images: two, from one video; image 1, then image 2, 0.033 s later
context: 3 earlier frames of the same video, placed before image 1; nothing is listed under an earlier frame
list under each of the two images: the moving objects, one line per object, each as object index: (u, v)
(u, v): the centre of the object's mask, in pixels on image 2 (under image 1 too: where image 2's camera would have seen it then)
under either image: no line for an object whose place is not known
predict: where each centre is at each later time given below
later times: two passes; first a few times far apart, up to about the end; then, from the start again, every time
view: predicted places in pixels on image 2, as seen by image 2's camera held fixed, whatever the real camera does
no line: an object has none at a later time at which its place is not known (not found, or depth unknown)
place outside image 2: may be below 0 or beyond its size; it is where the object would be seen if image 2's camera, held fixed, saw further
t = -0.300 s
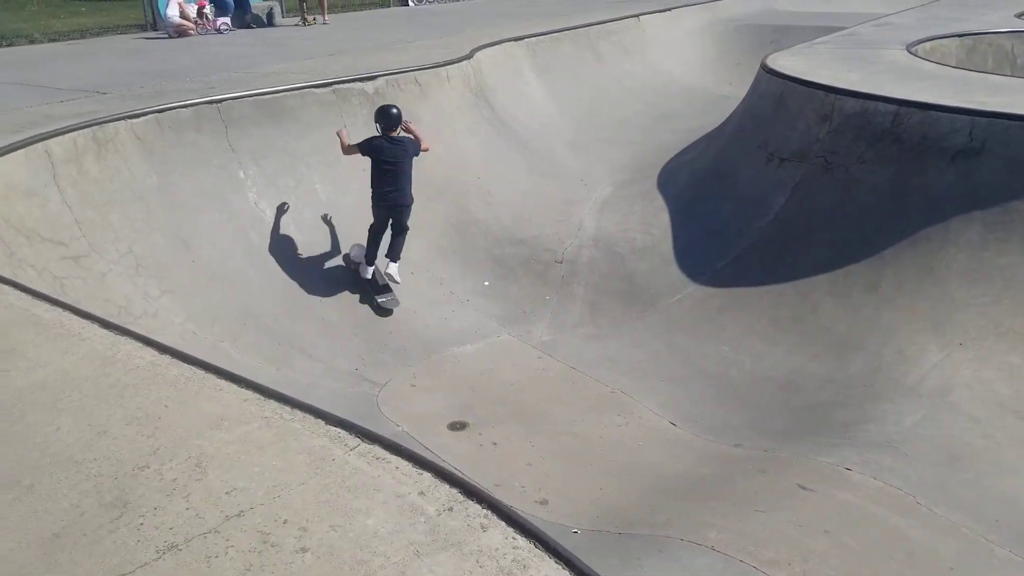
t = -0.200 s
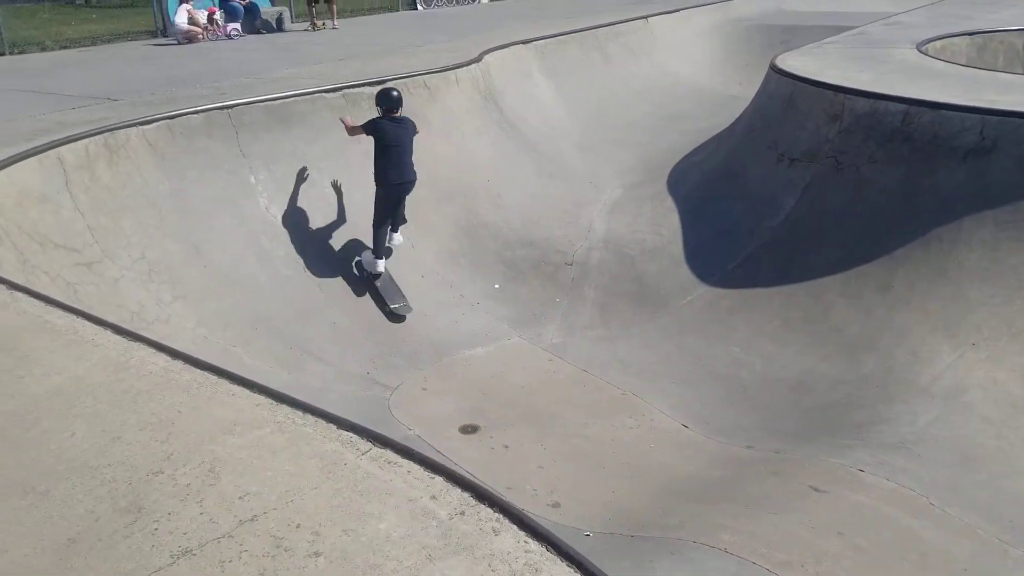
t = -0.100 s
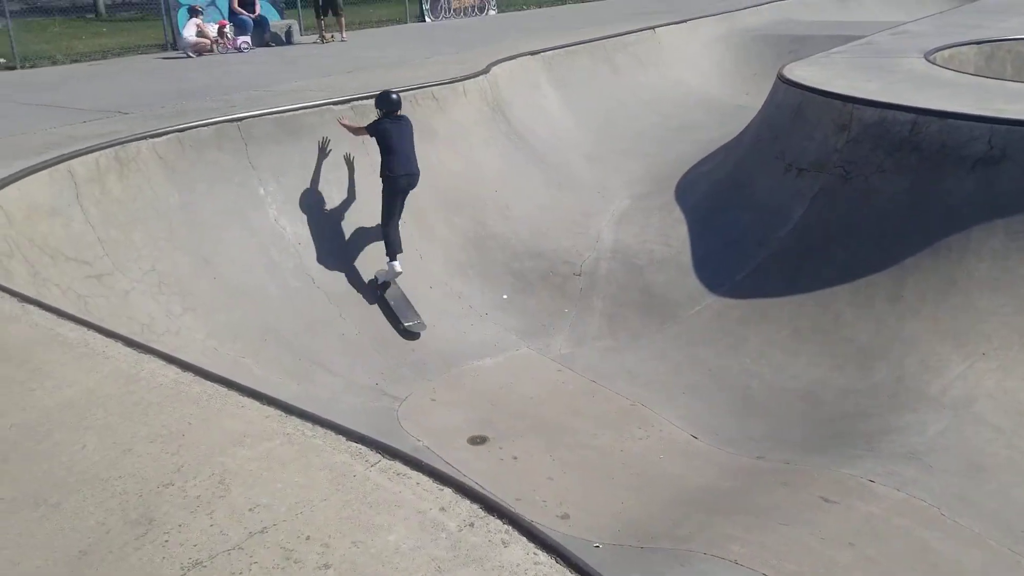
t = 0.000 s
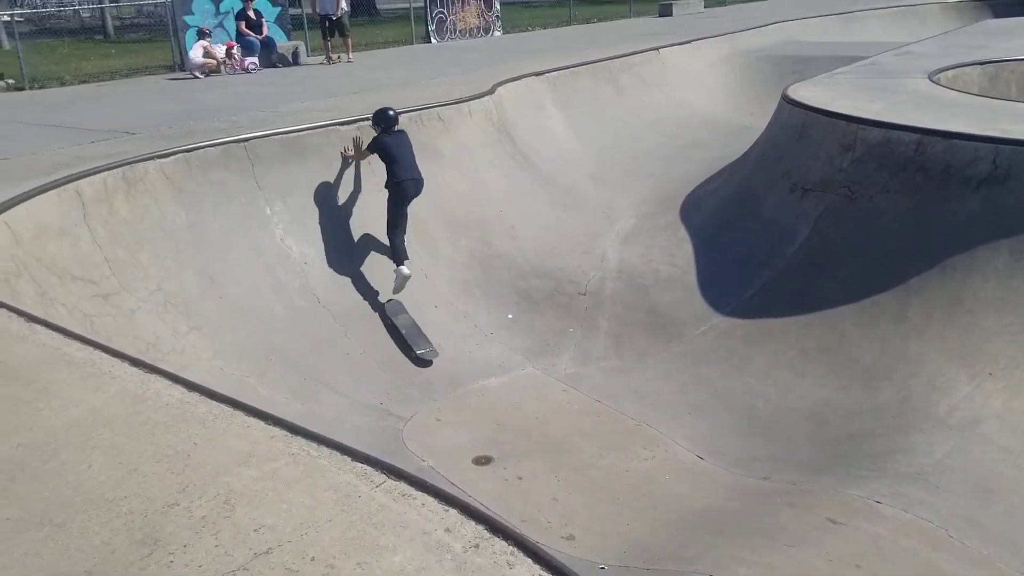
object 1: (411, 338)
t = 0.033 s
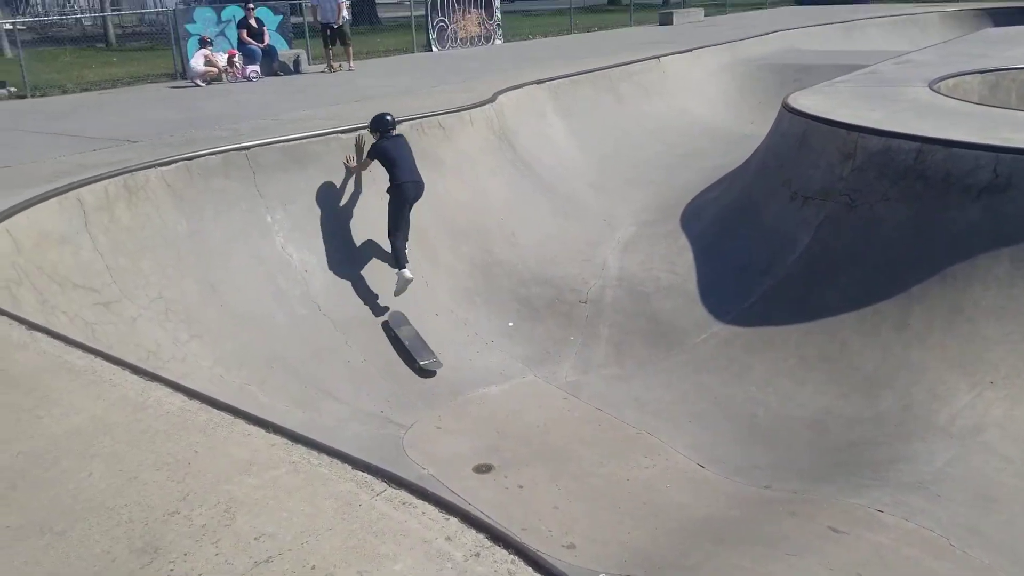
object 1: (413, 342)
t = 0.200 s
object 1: (429, 361)
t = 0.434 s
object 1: (459, 386)
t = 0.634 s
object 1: (489, 405)
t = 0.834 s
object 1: (523, 424)
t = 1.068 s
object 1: (566, 447)
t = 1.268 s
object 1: (607, 468)
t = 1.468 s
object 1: (651, 486)
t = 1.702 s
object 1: (699, 501)
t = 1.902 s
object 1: (728, 505)
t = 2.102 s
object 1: (743, 506)
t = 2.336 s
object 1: (738, 506)
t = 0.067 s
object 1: (416, 345)
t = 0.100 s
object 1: (419, 349)
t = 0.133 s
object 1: (422, 353)
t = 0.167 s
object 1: (426, 357)
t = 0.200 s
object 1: (429, 361)
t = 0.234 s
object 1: (433, 365)
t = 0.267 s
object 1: (437, 368)
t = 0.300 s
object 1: (441, 372)
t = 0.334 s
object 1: (445, 376)
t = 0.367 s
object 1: (450, 379)
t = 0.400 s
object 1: (454, 383)
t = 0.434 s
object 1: (459, 386)
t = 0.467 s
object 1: (464, 389)
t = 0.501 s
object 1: (469, 392)
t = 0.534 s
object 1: (474, 396)
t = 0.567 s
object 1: (478, 399)
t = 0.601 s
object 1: (484, 401)
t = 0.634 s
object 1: (489, 405)
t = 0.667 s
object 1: (495, 408)
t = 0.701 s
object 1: (500, 411)
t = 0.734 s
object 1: (506, 414)
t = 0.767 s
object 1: (512, 418)
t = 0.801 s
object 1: (517, 421)
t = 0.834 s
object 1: (523, 424)
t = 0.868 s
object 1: (529, 427)
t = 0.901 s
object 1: (535, 430)
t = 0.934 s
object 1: (541, 434)
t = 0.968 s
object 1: (547, 437)
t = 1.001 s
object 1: (553, 440)
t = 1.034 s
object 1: (560, 444)
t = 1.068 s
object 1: (566, 447)
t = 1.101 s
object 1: (572, 450)
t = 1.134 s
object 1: (579, 454)
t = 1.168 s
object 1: (586, 457)
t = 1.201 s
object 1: (593, 461)
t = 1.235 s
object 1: (600, 464)
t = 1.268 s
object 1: (607, 468)
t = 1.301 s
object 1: (614, 471)
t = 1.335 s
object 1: (622, 474)
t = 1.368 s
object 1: (629, 478)
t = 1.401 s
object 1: (637, 480)
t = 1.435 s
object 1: (644, 483)
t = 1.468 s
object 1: (651, 486)
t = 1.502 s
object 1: (658, 489)
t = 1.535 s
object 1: (666, 492)
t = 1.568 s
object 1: (672, 494)
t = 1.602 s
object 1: (679, 496)
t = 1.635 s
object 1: (686, 498)
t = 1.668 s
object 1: (692, 499)
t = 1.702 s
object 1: (699, 501)
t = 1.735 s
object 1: (705, 501)
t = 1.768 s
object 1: (710, 502)
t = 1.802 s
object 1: (715, 503)
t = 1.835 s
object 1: (720, 503)
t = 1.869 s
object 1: (725, 504)
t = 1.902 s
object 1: (728, 505)
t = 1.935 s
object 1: (732, 505)
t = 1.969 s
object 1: (735, 505)
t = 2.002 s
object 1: (738, 506)
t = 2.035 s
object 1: (740, 506)
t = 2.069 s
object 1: (741, 506)
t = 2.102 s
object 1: (743, 506)
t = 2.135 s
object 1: (743, 506)
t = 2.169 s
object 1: (744, 506)
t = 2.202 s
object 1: (744, 506)
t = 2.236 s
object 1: (743, 506)
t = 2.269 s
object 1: (742, 507)
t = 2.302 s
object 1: (741, 507)
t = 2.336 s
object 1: (738, 506)
